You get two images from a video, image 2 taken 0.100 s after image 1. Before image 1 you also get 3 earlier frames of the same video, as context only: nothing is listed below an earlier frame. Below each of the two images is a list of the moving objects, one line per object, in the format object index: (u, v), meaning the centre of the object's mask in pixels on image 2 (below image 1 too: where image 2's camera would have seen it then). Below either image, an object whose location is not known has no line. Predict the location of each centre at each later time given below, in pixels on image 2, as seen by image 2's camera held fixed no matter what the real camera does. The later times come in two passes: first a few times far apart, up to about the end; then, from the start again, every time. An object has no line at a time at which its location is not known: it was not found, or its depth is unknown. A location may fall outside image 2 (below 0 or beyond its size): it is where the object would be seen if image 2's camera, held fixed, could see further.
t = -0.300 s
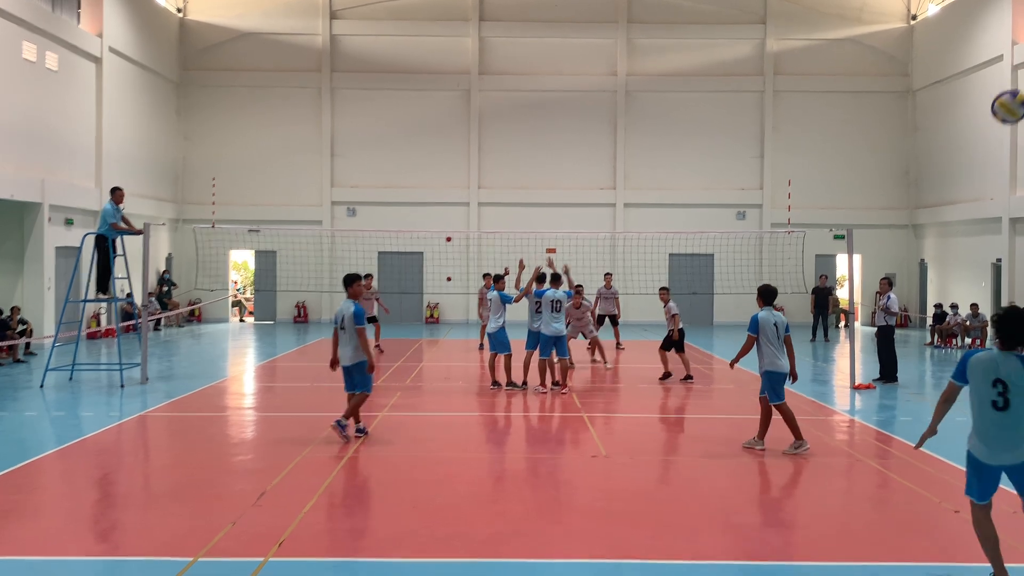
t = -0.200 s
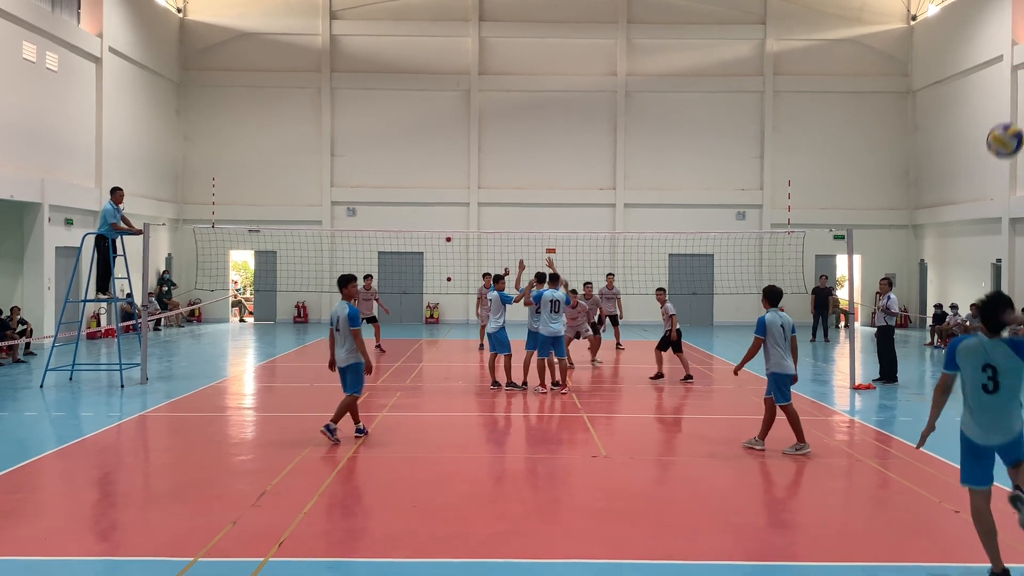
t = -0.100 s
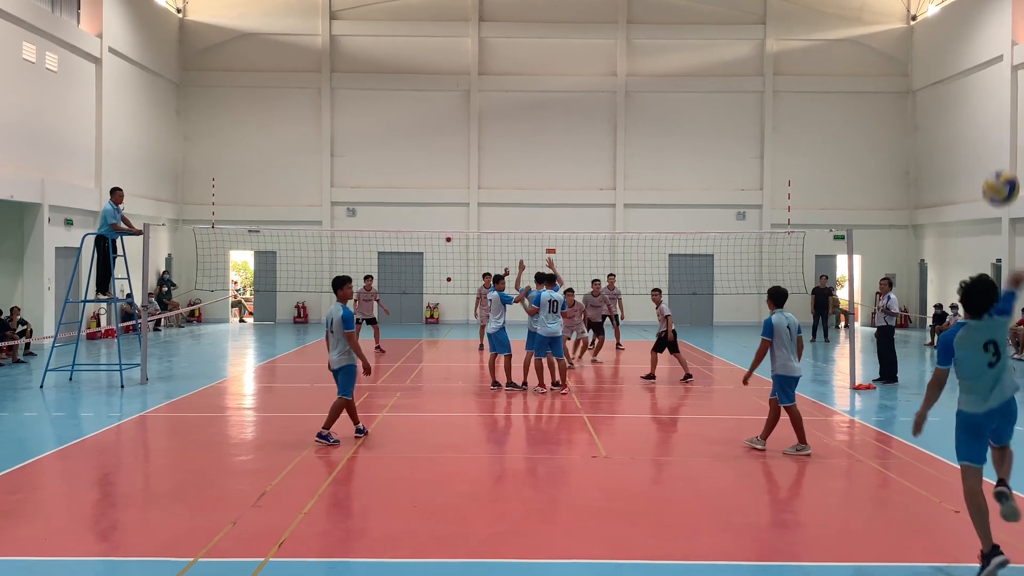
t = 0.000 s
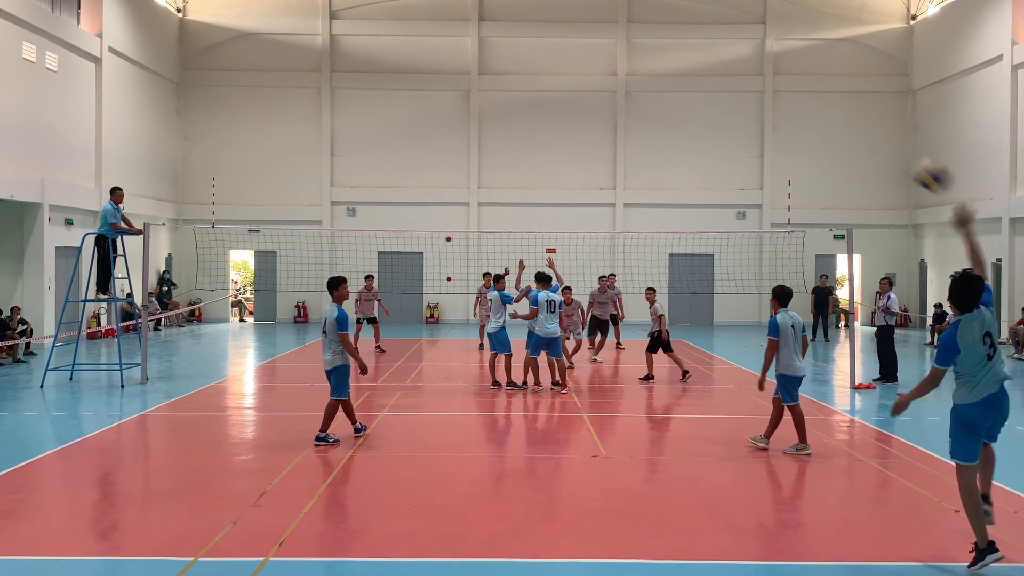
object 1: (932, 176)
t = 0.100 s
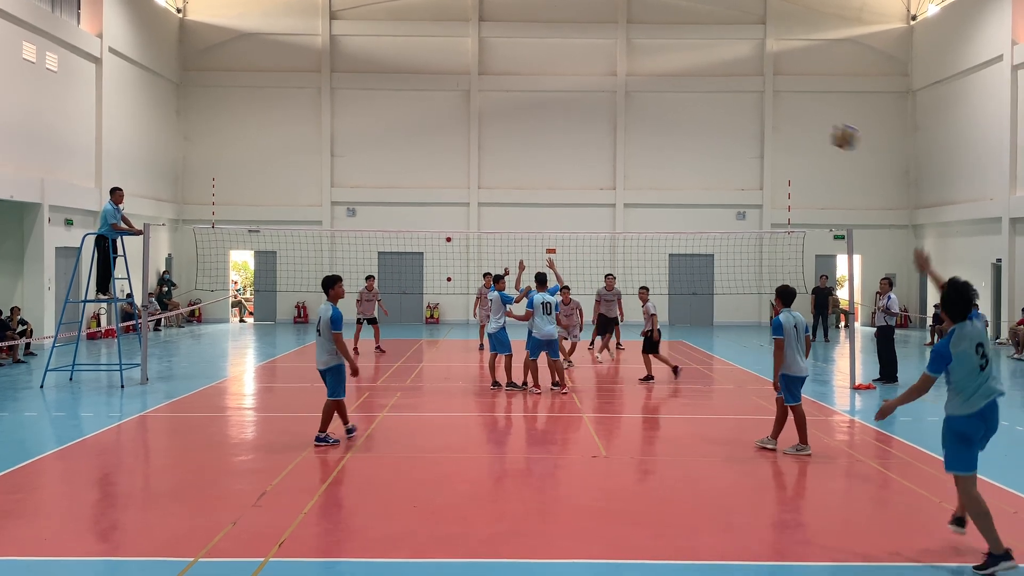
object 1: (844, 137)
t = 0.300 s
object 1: (735, 116)
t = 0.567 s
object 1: (651, 146)
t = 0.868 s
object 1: (594, 211)
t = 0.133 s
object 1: (822, 129)
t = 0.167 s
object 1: (801, 123)
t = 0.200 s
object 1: (782, 119)
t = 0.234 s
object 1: (765, 117)
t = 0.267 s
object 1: (749, 116)
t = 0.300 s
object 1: (735, 116)
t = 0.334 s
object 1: (722, 117)
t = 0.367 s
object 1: (709, 120)
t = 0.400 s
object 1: (698, 123)
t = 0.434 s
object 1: (688, 127)
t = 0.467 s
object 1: (678, 131)
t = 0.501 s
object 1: (668, 135)
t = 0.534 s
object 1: (659, 140)
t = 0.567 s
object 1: (651, 146)
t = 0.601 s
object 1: (642, 152)
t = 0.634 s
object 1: (634, 159)
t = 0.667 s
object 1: (627, 166)
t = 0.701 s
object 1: (622, 172)
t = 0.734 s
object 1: (615, 180)
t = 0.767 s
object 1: (609, 187)
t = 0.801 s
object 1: (604, 195)
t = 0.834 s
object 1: (599, 203)
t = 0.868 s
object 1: (594, 211)
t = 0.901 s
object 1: (588, 221)
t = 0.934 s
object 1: (584, 229)
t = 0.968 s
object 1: (579, 239)
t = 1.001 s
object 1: (575, 248)
